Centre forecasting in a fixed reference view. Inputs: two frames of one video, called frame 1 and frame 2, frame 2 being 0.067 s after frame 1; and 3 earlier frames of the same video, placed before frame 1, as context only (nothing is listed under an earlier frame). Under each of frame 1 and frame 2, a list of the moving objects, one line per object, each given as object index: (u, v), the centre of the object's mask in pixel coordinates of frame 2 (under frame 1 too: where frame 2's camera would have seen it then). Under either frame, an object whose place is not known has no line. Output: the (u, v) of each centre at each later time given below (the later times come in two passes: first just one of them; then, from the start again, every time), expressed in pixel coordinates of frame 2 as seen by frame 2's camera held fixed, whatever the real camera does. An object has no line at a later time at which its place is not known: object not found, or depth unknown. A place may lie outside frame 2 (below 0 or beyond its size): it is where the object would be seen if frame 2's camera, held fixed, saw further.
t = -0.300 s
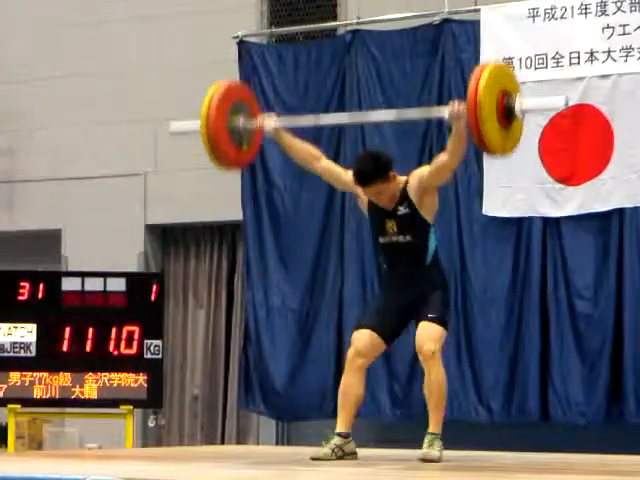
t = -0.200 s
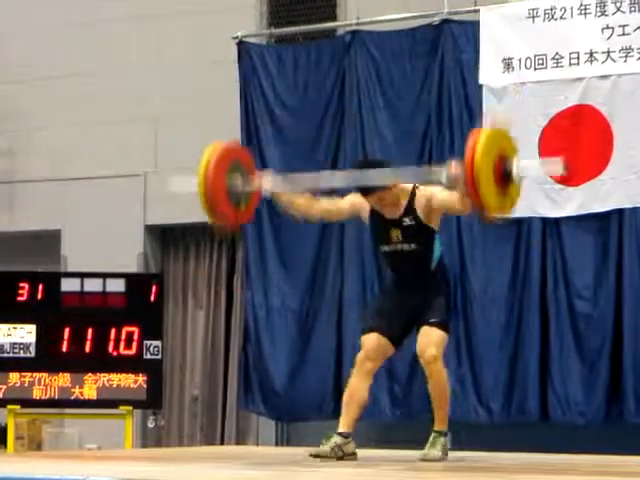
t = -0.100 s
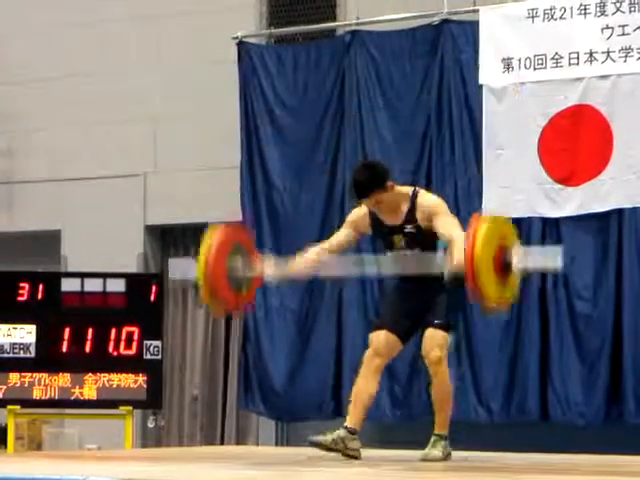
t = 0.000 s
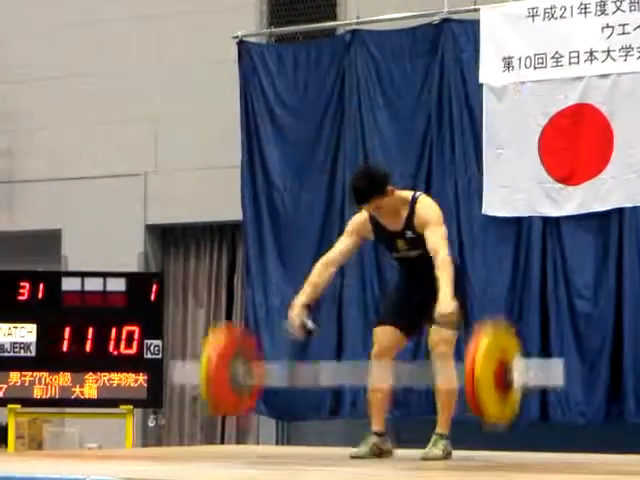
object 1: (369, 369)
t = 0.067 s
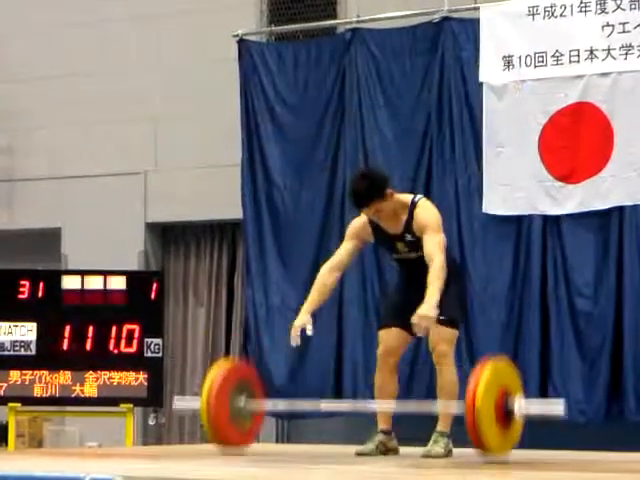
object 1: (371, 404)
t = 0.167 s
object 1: (374, 359)
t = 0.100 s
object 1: (371, 388)
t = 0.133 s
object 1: (373, 372)
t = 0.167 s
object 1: (374, 359)
